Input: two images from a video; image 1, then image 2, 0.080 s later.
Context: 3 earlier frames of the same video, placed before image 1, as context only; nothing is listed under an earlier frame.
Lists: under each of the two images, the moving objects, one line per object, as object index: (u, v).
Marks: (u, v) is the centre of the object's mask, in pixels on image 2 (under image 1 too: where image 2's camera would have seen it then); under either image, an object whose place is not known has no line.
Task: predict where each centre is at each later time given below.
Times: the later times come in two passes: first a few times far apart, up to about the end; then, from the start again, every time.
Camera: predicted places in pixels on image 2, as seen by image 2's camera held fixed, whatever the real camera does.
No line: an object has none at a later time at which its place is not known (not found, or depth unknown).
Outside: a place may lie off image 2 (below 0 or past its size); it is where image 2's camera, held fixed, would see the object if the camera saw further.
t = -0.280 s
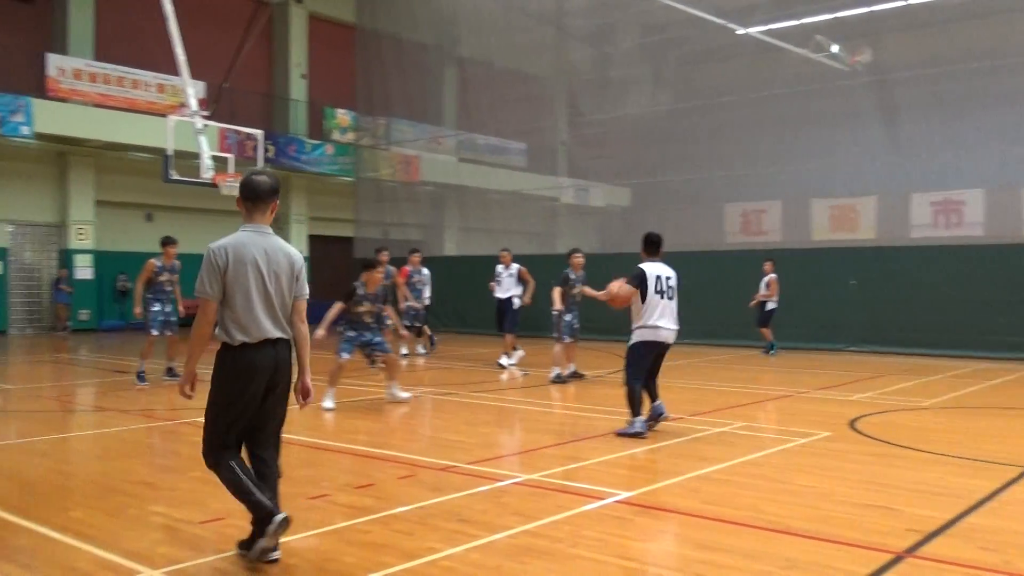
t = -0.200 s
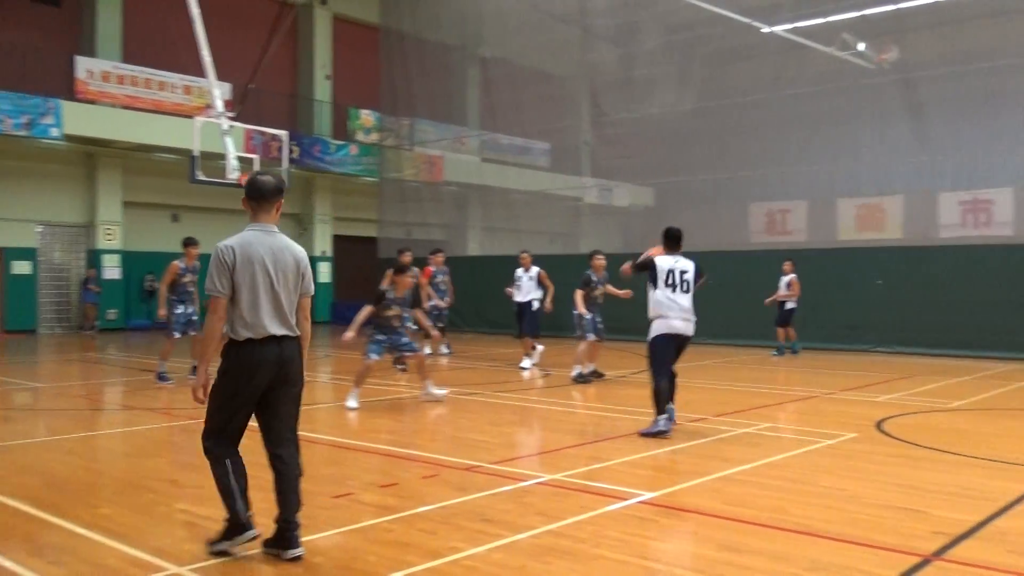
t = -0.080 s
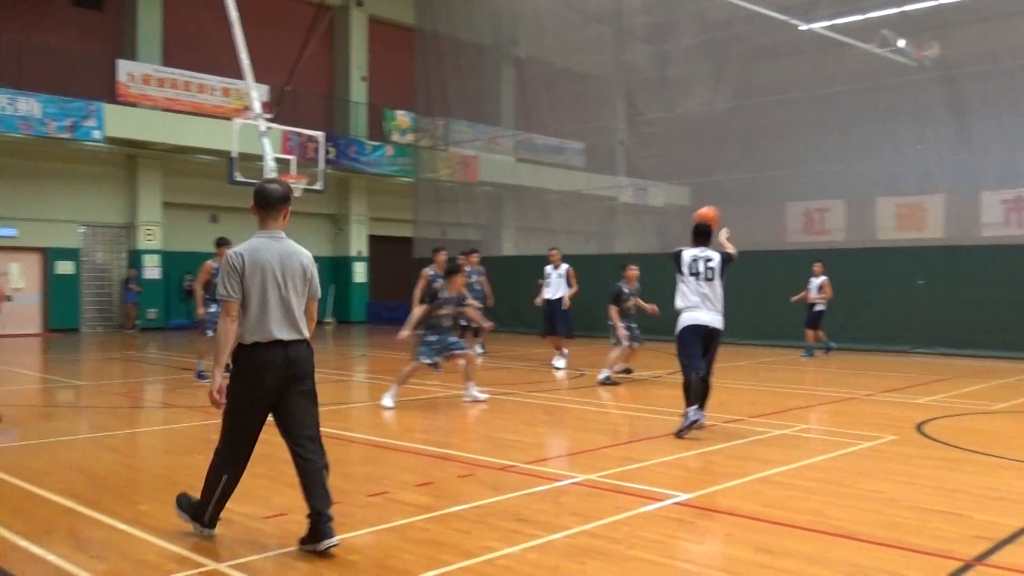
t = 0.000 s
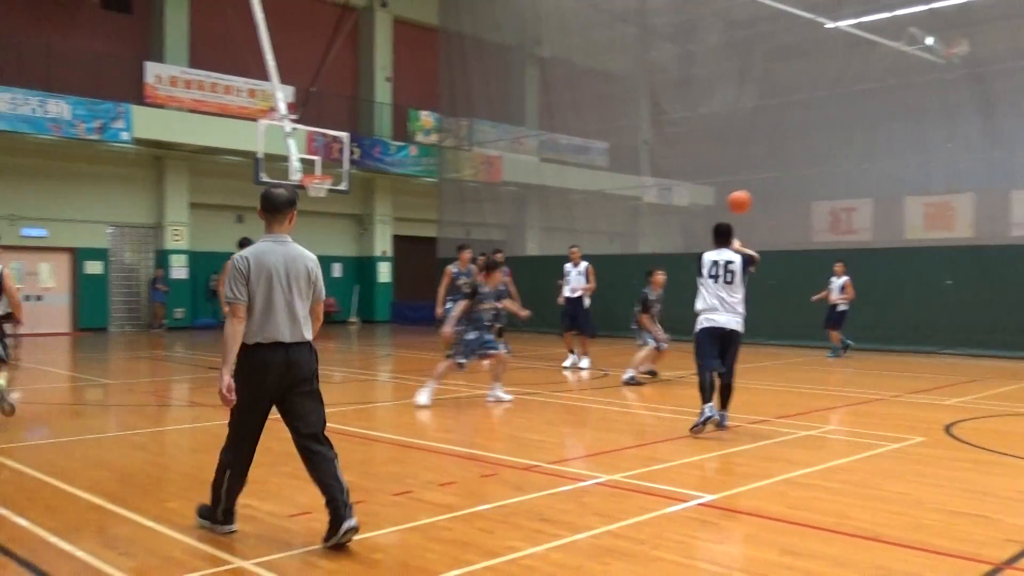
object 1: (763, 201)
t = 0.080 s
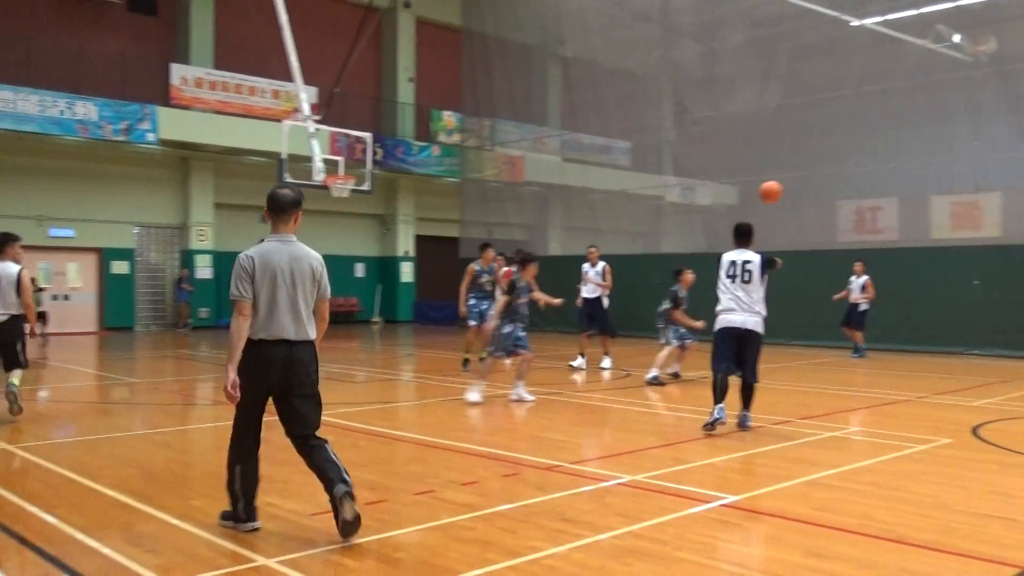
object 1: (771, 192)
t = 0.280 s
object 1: (788, 191)
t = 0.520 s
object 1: (804, 221)
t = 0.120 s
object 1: (774, 189)
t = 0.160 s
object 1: (778, 188)
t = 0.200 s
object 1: (781, 188)
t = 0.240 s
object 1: (785, 189)
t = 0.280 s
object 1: (788, 191)
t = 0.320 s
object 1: (791, 193)
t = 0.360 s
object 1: (794, 197)
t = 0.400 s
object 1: (797, 202)
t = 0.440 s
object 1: (799, 208)
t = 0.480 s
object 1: (801, 213)
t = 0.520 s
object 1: (804, 221)
